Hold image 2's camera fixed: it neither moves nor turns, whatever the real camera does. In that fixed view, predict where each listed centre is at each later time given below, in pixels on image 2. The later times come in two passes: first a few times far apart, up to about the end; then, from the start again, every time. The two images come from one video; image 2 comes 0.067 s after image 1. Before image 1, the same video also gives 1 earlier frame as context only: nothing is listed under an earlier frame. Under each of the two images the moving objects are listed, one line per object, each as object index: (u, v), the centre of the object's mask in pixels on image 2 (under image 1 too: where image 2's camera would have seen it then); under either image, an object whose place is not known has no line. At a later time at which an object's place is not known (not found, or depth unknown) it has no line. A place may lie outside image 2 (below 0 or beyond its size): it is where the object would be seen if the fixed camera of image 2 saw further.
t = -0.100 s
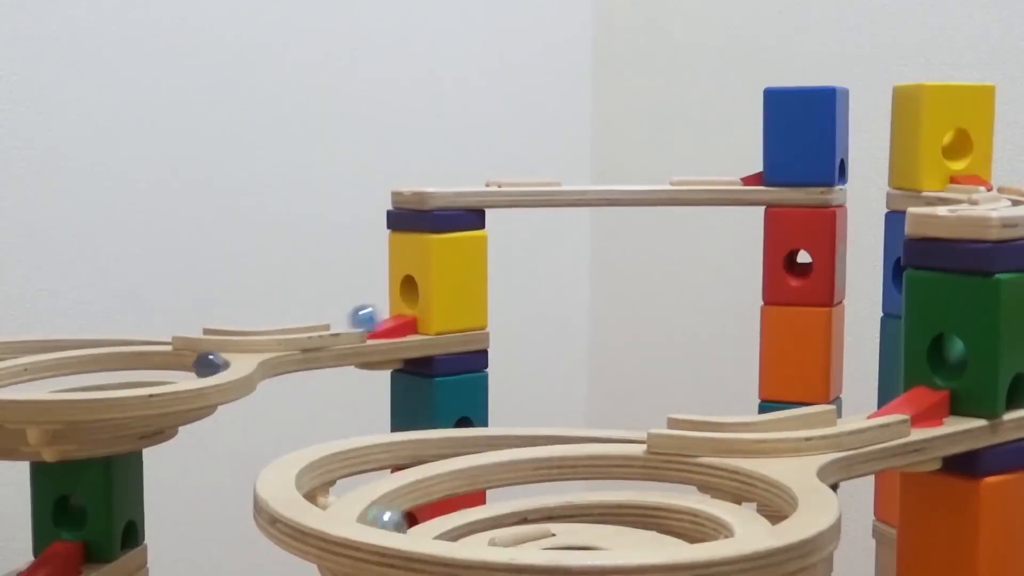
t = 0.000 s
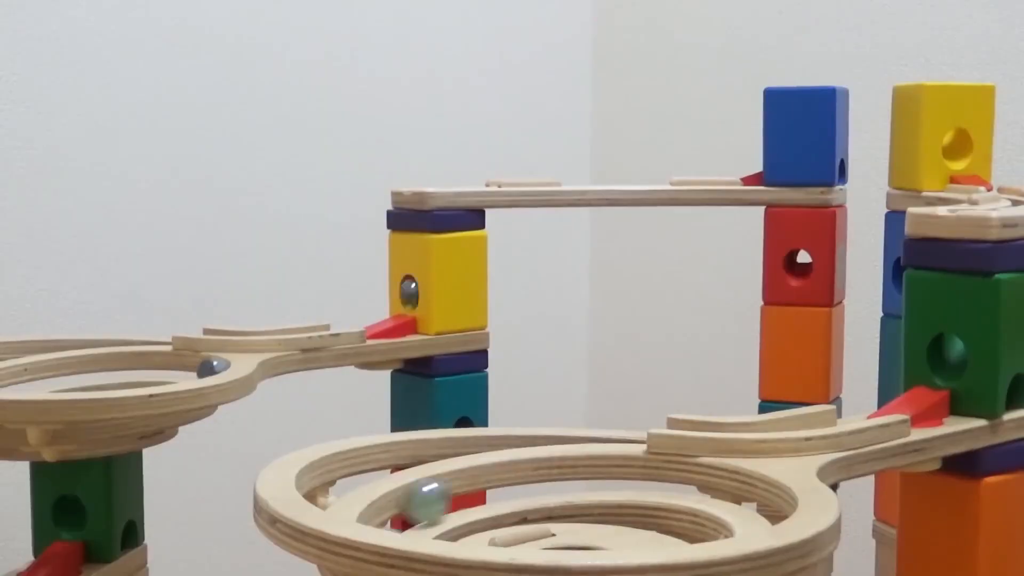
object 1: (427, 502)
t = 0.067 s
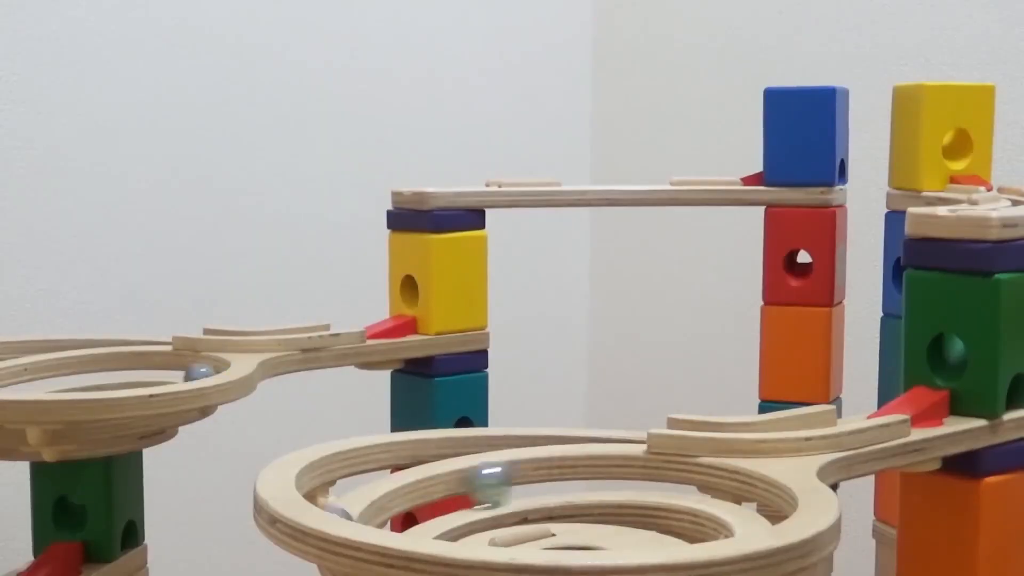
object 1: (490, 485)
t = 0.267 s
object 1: (672, 473)
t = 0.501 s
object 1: (771, 502)
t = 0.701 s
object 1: (684, 535)
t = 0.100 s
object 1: (524, 479)
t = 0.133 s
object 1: (559, 476)
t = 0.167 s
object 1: (576, 474)
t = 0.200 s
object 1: (613, 471)
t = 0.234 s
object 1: (642, 472)
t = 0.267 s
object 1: (672, 473)
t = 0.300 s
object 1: (698, 476)
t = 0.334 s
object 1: (712, 478)
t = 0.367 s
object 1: (732, 482)
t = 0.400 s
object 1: (749, 487)
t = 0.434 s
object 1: (763, 494)
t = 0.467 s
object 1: (770, 501)
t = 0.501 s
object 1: (771, 502)
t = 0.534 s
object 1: (769, 507)
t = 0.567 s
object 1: (762, 513)
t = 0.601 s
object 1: (749, 519)
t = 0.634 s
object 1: (727, 527)
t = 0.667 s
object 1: (714, 530)
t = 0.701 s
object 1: (684, 535)
